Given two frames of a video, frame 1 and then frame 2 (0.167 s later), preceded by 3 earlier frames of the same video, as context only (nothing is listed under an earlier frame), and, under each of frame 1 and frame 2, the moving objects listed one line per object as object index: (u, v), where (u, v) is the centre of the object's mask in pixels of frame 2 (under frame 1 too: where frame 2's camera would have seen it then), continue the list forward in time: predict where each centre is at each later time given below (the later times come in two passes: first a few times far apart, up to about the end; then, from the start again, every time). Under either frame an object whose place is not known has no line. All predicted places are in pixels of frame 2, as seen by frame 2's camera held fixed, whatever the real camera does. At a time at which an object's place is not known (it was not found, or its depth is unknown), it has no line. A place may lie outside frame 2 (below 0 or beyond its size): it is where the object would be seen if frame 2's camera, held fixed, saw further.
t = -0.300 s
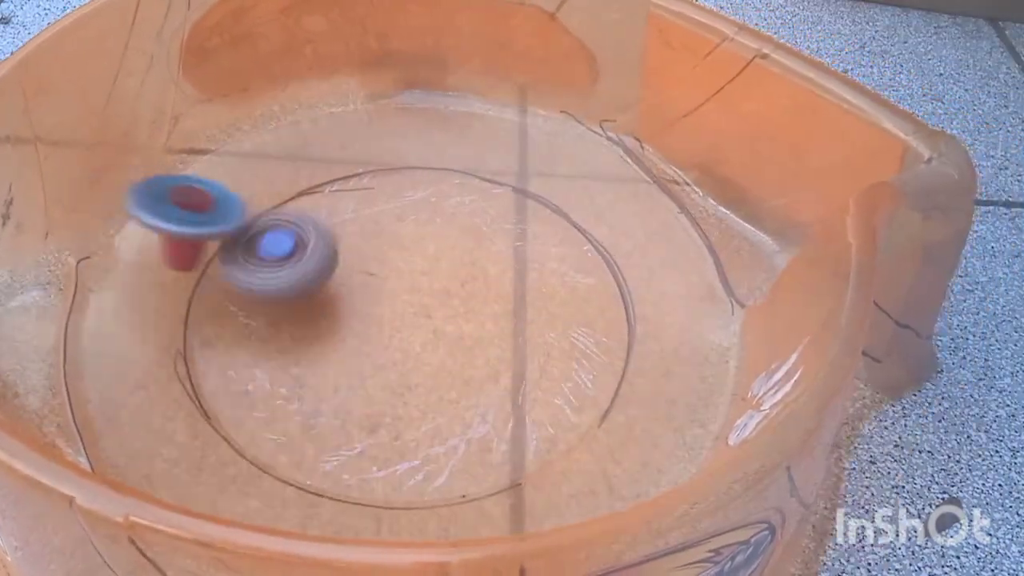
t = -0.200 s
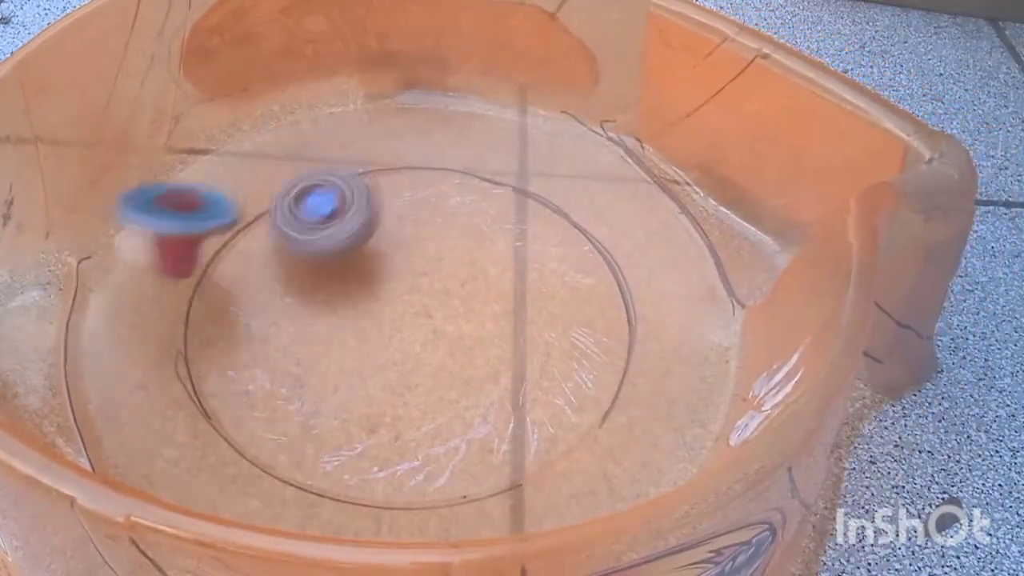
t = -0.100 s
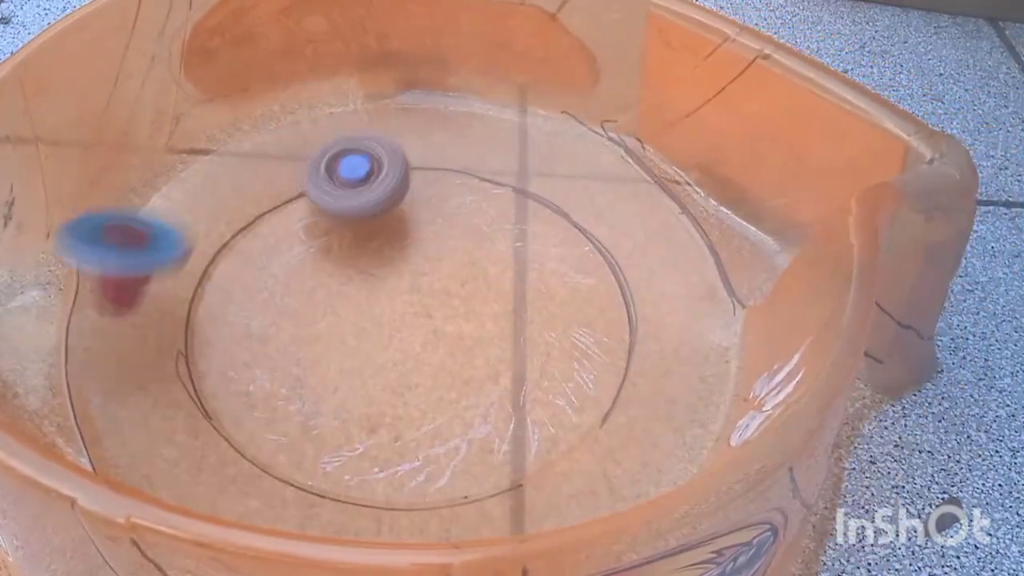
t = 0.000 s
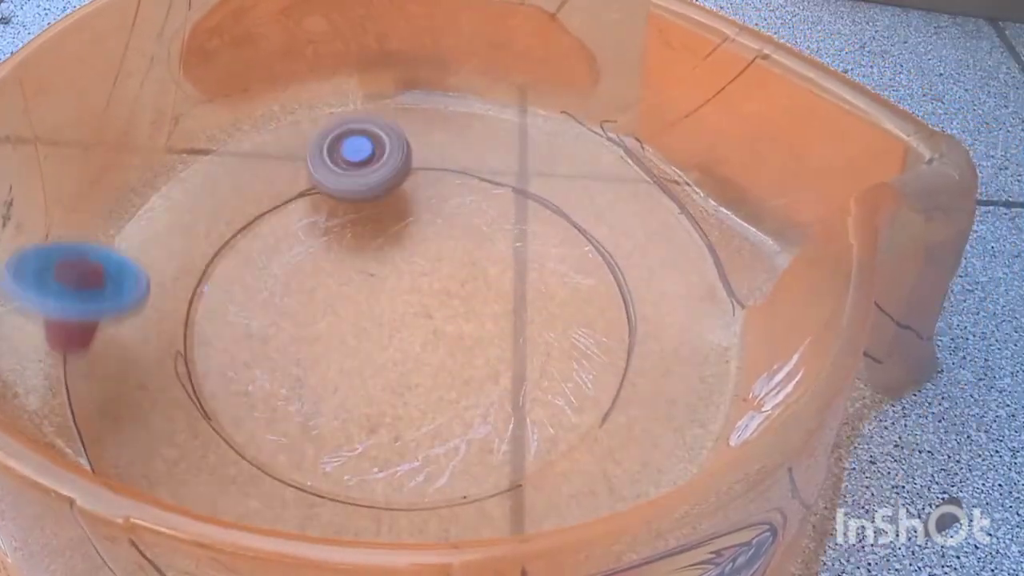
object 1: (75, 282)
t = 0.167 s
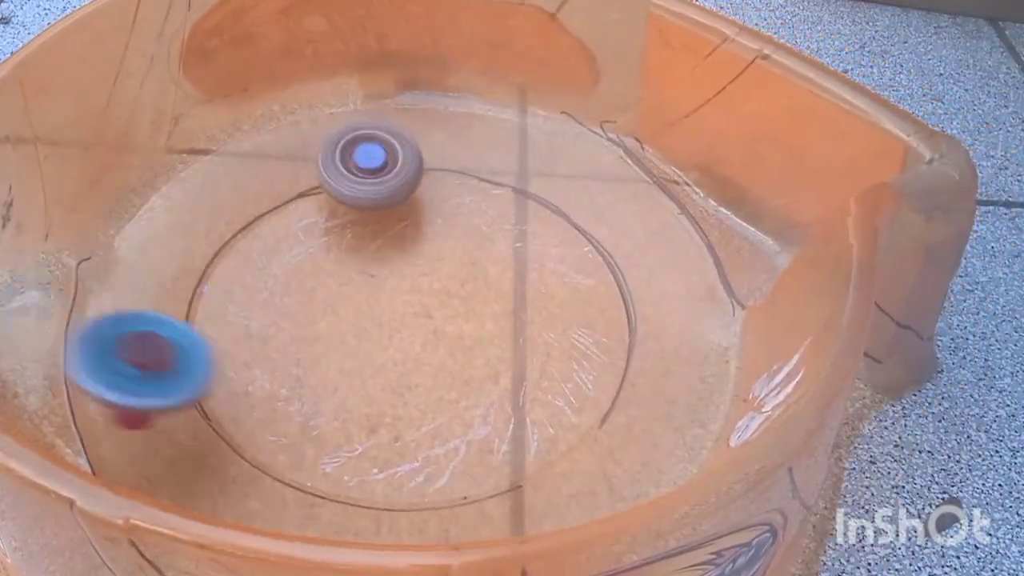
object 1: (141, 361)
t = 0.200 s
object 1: (163, 363)
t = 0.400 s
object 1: (285, 312)
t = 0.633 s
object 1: (274, 300)
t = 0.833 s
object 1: (327, 298)
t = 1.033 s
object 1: (361, 313)
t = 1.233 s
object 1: (395, 325)
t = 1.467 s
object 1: (430, 325)
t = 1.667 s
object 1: (405, 325)
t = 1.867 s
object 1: (363, 317)
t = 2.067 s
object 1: (320, 311)
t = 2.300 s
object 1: (246, 308)
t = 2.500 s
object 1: (200, 307)
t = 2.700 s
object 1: (194, 333)
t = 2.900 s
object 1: (235, 324)
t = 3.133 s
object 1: (254, 213)
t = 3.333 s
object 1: (310, 168)
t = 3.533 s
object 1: (380, 147)
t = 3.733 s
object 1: (457, 149)
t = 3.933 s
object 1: (513, 178)
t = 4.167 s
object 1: (551, 249)
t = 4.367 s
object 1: (554, 324)
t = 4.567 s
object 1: (494, 398)
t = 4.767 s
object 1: (398, 439)
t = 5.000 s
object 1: (289, 409)
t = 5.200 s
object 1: (230, 352)
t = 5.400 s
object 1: (210, 275)
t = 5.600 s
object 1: (243, 216)
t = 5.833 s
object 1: (328, 160)
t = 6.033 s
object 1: (400, 146)
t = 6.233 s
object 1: (467, 159)
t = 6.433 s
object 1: (510, 213)
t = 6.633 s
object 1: (539, 288)
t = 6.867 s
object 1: (559, 352)
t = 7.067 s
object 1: (505, 396)
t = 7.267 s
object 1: (414, 407)
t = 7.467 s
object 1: (318, 393)
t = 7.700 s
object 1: (273, 391)
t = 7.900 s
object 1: (247, 378)
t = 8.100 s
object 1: (222, 355)
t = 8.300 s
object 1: (237, 327)
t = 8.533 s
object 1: (289, 283)
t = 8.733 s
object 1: (295, 241)
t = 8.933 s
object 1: (318, 222)
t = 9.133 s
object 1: (335, 211)
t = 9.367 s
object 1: (348, 216)
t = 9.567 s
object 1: (301, 195)
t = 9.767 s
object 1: (290, 208)
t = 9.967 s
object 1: (300, 243)
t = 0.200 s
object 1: (163, 363)
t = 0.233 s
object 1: (183, 361)
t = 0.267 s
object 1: (201, 358)
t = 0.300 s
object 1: (225, 355)
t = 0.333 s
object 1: (247, 346)
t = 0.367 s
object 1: (268, 331)
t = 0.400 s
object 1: (285, 312)
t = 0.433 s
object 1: (299, 291)
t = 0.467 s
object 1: (310, 270)
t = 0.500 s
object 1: (306, 266)
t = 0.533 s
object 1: (298, 287)
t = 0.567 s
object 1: (288, 288)
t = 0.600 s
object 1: (277, 299)
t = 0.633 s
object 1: (274, 300)
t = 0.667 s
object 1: (276, 300)
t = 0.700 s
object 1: (284, 300)
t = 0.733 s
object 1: (294, 300)
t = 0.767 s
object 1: (305, 300)
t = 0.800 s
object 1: (317, 299)
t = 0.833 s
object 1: (327, 298)
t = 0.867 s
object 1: (339, 296)
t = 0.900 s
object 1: (349, 293)
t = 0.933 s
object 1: (349, 298)
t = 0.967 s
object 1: (353, 305)
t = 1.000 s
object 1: (357, 310)
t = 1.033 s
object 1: (361, 313)
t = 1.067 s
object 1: (367, 315)
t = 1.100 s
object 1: (372, 318)
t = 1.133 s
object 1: (378, 321)
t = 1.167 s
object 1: (384, 322)
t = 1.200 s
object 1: (390, 324)
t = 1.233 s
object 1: (395, 325)
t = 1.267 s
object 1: (401, 325)
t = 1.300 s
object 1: (406, 326)
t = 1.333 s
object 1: (411, 326)
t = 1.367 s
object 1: (416, 327)
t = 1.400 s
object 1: (421, 327)
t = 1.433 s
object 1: (425, 326)
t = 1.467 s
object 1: (430, 325)
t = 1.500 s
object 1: (430, 325)
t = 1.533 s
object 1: (423, 326)
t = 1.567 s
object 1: (418, 326)
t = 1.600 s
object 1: (414, 326)
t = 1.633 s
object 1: (410, 325)
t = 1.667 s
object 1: (405, 325)
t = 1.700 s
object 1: (399, 324)
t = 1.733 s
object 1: (392, 322)
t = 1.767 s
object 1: (385, 321)
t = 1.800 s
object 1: (378, 319)
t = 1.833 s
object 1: (371, 318)
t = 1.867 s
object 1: (363, 317)
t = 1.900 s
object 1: (355, 316)
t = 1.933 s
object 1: (347, 315)
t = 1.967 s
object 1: (340, 314)
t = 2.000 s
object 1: (333, 313)
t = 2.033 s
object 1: (326, 312)
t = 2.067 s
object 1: (320, 311)
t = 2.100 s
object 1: (315, 310)
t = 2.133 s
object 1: (298, 309)
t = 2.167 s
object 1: (283, 307)
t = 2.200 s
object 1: (273, 305)
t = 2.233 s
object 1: (263, 306)
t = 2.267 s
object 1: (254, 307)
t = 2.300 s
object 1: (246, 308)
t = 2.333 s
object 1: (240, 310)
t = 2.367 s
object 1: (234, 311)
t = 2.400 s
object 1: (230, 312)
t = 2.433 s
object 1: (227, 314)
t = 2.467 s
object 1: (224, 313)
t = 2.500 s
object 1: (200, 307)
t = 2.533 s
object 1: (182, 301)
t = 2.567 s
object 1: (176, 301)
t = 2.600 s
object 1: (179, 307)
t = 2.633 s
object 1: (187, 318)
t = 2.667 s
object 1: (200, 330)
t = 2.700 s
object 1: (194, 333)
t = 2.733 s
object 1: (194, 337)
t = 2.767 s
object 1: (200, 340)
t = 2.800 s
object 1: (210, 343)
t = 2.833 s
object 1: (214, 340)
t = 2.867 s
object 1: (225, 336)
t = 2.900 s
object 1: (235, 324)
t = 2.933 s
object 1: (241, 309)
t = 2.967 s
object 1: (244, 291)
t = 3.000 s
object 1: (245, 274)
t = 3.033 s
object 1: (246, 257)
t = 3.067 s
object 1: (247, 241)
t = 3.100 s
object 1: (250, 226)
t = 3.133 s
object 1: (254, 213)
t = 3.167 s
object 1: (259, 199)
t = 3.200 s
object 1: (266, 186)
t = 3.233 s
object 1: (277, 179)
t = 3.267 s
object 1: (289, 178)
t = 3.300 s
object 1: (299, 174)
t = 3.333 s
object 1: (310, 168)
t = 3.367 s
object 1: (320, 162)
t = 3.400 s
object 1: (330, 157)
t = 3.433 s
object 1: (342, 155)
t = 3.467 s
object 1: (355, 152)
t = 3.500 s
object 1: (368, 147)
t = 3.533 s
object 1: (380, 147)
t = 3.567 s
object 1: (392, 149)
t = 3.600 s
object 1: (405, 149)
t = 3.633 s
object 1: (420, 148)
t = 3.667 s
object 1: (434, 146)
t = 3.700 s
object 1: (447, 146)
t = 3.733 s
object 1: (457, 149)
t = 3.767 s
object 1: (468, 152)
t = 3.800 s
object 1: (479, 156)
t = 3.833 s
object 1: (490, 160)
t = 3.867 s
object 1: (499, 165)
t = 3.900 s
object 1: (507, 171)
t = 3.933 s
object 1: (513, 178)
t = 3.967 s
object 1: (520, 185)
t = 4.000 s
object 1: (526, 194)
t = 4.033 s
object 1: (532, 203)
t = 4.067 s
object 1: (537, 213)
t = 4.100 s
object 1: (542, 224)
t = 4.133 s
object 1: (547, 236)
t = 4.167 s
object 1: (551, 249)
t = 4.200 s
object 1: (554, 261)
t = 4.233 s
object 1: (557, 274)
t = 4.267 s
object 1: (558, 287)
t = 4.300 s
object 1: (559, 299)
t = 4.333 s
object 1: (557, 311)
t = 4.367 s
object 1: (554, 324)
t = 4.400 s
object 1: (549, 336)
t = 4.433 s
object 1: (541, 349)
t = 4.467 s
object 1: (532, 362)
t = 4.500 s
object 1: (520, 374)
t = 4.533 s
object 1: (509, 386)
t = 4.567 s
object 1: (494, 398)
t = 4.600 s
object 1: (480, 407)
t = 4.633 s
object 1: (465, 417)
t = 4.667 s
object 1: (449, 424)
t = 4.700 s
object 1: (432, 431)
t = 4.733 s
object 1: (413, 438)
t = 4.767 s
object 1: (398, 439)
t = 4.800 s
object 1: (385, 435)
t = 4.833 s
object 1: (368, 432)
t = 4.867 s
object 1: (348, 432)
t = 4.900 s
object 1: (333, 427)
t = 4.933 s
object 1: (320, 422)
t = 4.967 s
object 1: (303, 415)
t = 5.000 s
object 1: (289, 409)
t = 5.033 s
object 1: (277, 402)
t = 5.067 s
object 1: (265, 394)
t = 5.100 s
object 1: (254, 386)
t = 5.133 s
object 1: (245, 376)
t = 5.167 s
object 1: (237, 364)
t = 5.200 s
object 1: (230, 352)
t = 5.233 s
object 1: (223, 339)
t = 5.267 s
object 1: (218, 326)
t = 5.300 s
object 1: (213, 312)
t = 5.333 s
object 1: (209, 299)
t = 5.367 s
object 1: (206, 285)
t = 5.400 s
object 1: (210, 275)
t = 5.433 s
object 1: (216, 266)
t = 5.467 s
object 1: (220, 255)
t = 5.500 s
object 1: (223, 245)
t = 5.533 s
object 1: (228, 234)
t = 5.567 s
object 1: (235, 225)
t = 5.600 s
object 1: (243, 216)
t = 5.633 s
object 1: (253, 208)
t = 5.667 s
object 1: (264, 199)
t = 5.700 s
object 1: (277, 190)
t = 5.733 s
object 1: (290, 182)
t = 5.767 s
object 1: (304, 174)
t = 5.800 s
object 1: (316, 166)
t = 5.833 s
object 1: (328, 160)
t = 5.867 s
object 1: (341, 154)
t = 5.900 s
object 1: (353, 150)
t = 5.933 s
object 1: (362, 150)
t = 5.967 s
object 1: (375, 148)
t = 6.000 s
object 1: (388, 147)
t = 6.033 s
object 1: (400, 146)
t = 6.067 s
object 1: (412, 146)
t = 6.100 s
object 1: (425, 146)
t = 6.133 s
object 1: (437, 148)
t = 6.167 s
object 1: (448, 150)
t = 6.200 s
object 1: (457, 154)
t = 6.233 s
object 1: (467, 159)
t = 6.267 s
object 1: (476, 166)
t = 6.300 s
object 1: (483, 174)
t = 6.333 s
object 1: (490, 183)
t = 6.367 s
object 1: (497, 193)
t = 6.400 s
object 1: (503, 203)
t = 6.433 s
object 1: (510, 213)
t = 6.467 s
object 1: (516, 225)
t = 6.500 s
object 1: (522, 237)
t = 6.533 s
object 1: (527, 249)
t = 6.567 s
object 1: (532, 262)
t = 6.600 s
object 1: (536, 275)
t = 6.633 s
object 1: (539, 288)
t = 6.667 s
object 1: (546, 298)
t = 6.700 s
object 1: (558, 307)
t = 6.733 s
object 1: (563, 317)
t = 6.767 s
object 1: (565, 325)
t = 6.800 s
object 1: (565, 334)
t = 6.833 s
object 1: (563, 342)
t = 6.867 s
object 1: (559, 352)
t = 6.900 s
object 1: (554, 360)
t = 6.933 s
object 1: (547, 368)
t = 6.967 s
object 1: (538, 376)
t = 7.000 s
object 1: (528, 384)
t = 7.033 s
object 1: (518, 392)
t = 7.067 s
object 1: (505, 396)
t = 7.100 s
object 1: (492, 402)
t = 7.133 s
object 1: (477, 403)
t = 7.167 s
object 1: (463, 406)
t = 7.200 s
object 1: (446, 407)
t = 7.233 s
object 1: (430, 407)
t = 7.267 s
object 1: (414, 407)
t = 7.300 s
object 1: (396, 405)
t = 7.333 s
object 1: (380, 401)
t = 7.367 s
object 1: (364, 397)
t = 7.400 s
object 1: (350, 391)
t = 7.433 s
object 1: (335, 384)
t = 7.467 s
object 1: (318, 393)
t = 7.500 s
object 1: (304, 405)
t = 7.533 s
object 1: (293, 411)
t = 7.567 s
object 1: (284, 411)
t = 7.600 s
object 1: (283, 408)
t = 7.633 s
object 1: (283, 403)
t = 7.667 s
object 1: (278, 397)
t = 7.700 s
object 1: (273, 391)
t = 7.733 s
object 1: (267, 385)
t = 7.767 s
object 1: (263, 377)
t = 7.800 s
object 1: (254, 378)
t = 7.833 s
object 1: (242, 383)
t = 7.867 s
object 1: (239, 382)
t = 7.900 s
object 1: (247, 378)
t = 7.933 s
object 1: (253, 372)
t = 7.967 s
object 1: (252, 366)
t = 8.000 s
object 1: (236, 370)
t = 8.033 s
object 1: (223, 366)
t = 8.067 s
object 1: (221, 360)
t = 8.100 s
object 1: (222, 355)
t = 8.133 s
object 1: (222, 352)
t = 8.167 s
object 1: (222, 348)
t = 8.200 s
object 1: (224, 344)
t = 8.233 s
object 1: (228, 338)
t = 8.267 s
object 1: (232, 332)
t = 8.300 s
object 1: (237, 327)
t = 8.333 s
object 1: (243, 321)
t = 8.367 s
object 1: (250, 315)
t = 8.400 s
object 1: (257, 309)
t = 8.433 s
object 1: (266, 303)
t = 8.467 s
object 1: (274, 297)
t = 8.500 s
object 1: (283, 291)
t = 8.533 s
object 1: (289, 283)
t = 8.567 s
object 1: (294, 276)
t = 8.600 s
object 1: (301, 269)
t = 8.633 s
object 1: (297, 261)
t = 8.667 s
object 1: (292, 252)
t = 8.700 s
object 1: (293, 246)
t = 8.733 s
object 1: (295, 241)
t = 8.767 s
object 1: (296, 237)
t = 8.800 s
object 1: (299, 233)
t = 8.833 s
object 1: (302, 230)
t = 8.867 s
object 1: (307, 226)
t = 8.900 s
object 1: (312, 224)
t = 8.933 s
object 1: (318, 222)
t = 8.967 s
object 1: (324, 221)
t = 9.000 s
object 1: (330, 220)
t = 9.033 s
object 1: (337, 219)
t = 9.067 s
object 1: (344, 219)
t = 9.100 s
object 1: (341, 214)
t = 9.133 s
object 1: (335, 211)
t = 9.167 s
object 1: (334, 208)
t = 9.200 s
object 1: (335, 208)
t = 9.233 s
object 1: (337, 209)
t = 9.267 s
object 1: (339, 210)
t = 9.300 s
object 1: (342, 211)
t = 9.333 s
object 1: (345, 214)
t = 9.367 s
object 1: (348, 216)
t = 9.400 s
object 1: (341, 206)
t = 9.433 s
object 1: (329, 201)
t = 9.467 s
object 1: (317, 198)
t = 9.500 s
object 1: (310, 196)
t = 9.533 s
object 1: (305, 195)
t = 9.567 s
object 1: (301, 195)
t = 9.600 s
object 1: (297, 196)
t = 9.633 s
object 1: (294, 197)
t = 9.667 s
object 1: (292, 199)
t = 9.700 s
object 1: (291, 201)
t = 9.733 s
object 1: (290, 204)
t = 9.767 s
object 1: (290, 208)
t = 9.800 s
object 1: (291, 212)
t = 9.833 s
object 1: (291, 217)
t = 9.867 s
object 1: (293, 223)
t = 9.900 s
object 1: (295, 229)
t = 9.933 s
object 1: (298, 235)
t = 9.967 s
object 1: (300, 243)
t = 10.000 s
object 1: (303, 249)
